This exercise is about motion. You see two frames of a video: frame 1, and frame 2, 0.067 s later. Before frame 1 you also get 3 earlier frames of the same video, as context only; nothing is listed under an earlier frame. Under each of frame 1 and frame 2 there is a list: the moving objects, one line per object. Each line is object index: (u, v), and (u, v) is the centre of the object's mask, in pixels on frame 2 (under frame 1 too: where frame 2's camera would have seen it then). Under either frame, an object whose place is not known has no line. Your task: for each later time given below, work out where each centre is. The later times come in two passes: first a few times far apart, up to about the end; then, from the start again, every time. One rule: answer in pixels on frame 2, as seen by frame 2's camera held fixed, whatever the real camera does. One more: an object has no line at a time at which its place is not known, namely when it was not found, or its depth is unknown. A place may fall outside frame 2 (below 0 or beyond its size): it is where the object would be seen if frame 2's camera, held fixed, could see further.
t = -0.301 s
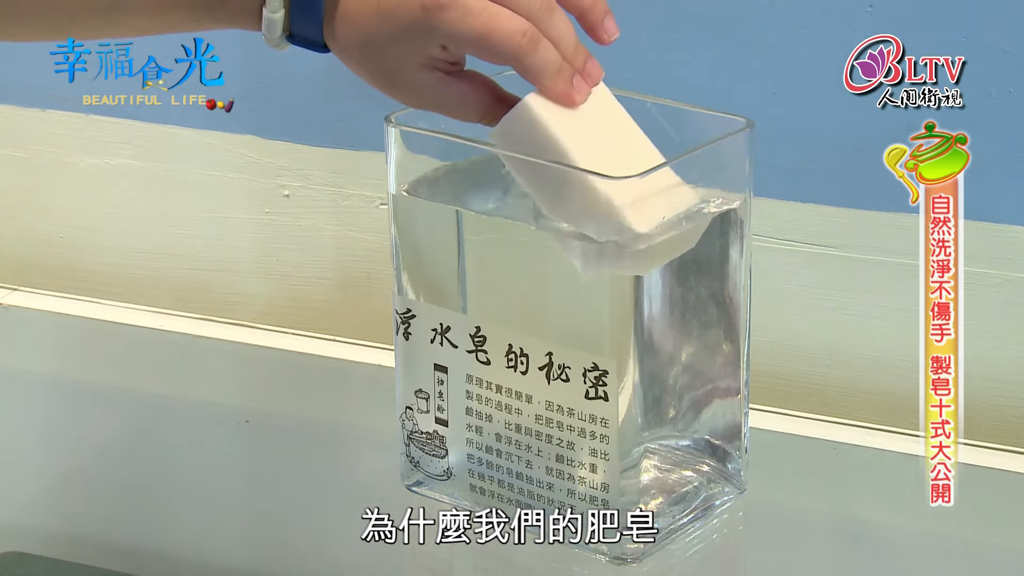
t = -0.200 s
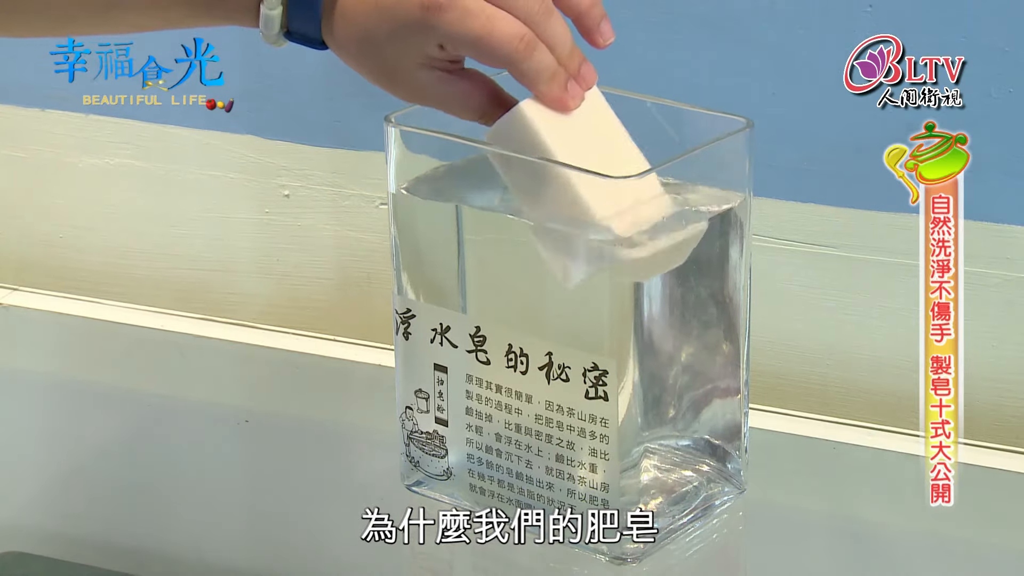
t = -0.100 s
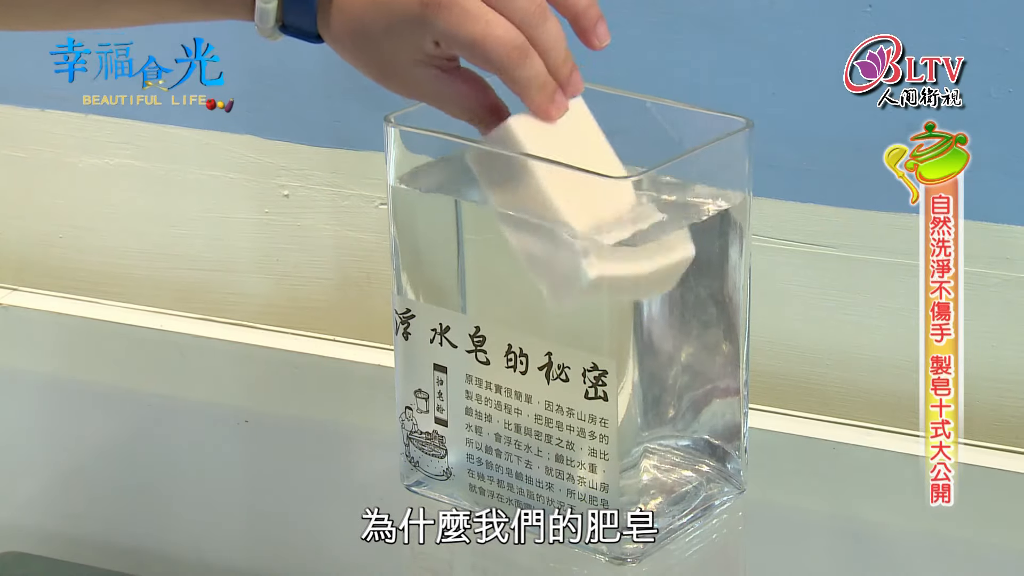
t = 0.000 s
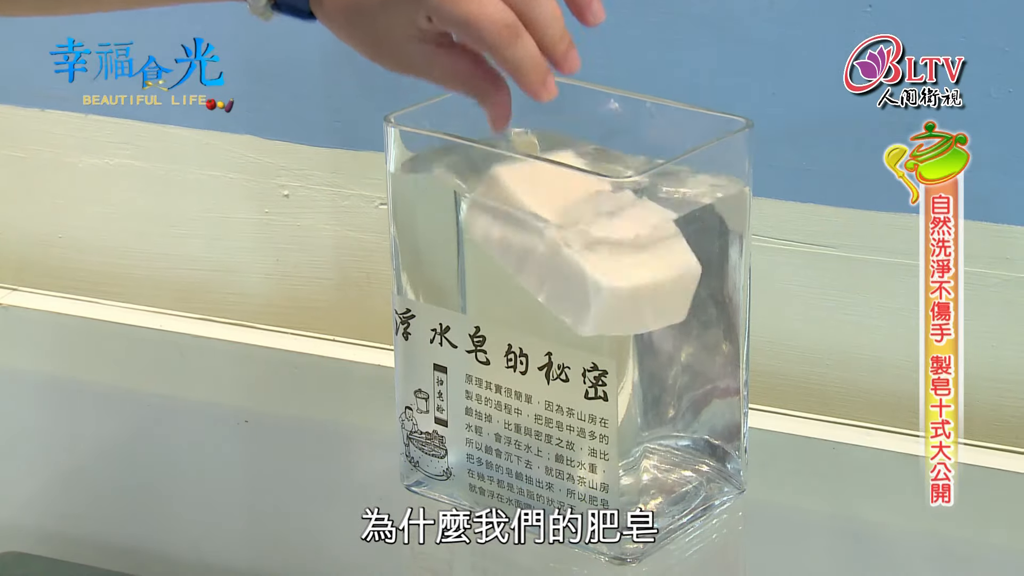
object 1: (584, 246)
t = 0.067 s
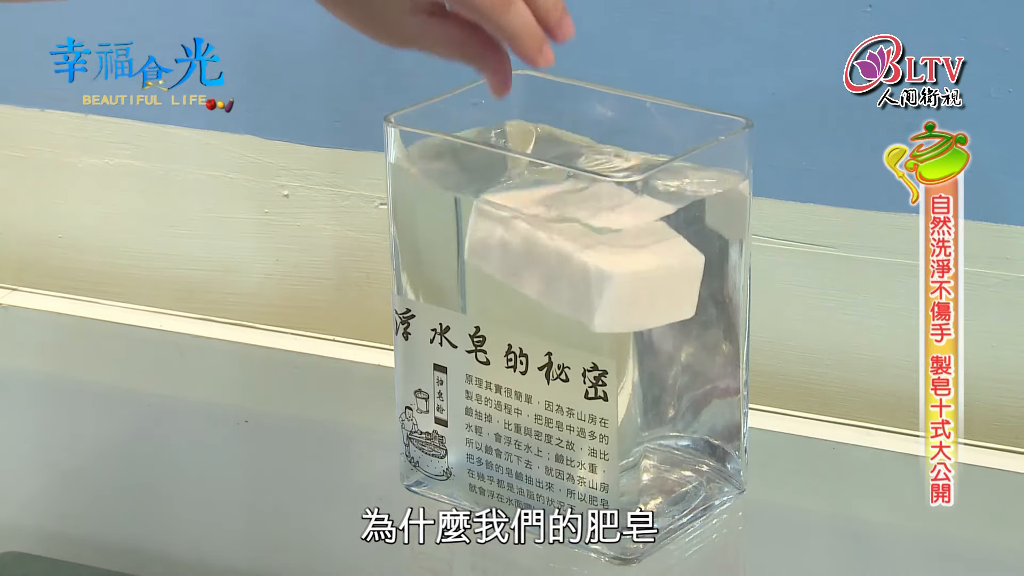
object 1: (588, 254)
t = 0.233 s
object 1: (589, 250)
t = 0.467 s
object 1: (585, 228)
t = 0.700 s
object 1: (587, 230)
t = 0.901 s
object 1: (586, 227)
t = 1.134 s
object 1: (585, 228)
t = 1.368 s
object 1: (585, 226)
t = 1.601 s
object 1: (584, 228)
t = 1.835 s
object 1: (585, 225)
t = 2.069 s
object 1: (583, 227)
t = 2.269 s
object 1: (583, 225)
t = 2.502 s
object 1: (582, 226)
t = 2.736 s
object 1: (582, 225)
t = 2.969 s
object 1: (581, 225)
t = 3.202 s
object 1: (582, 224)
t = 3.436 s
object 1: (580, 224)
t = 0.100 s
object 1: (589, 253)
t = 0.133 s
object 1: (587, 251)
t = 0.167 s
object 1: (588, 250)
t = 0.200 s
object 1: (589, 249)
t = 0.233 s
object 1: (589, 250)
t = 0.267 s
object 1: (588, 247)
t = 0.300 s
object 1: (587, 244)
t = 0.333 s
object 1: (584, 241)
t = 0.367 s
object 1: (584, 239)
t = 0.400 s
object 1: (584, 235)
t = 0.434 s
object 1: (585, 231)
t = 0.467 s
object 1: (585, 228)
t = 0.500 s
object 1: (586, 225)
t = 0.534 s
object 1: (588, 222)
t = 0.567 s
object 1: (588, 221)
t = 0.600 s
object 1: (588, 221)
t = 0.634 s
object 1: (588, 223)
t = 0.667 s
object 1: (588, 228)
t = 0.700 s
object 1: (587, 230)
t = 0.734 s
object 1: (586, 232)
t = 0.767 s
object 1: (585, 232)
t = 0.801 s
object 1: (584, 232)
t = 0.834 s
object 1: (584, 231)
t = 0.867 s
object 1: (585, 229)
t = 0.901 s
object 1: (586, 227)
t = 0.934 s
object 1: (587, 225)
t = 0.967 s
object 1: (588, 224)
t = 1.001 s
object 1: (587, 223)
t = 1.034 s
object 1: (588, 223)
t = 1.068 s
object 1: (587, 225)
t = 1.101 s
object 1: (586, 226)
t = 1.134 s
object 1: (585, 228)
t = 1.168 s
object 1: (584, 229)
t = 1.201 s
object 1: (584, 230)
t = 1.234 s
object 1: (584, 230)
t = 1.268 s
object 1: (584, 230)
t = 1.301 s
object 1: (584, 229)
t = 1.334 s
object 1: (584, 227)
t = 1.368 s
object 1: (585, 226)
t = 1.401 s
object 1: (585, 225)
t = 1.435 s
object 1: (586, 224)
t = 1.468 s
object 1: (586, 224)
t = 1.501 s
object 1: (585, 225)
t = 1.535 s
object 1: (585, 226)
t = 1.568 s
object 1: (584, 227)
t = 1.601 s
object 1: (584, 228)
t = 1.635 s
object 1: (583, 228)
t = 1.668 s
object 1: (583, 229)
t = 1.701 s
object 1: (583, 228)
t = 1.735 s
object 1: (583, 228)
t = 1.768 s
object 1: (584, 226)
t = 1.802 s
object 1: (584, 226)
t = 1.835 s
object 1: (585, 225)
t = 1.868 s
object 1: (585, 225)
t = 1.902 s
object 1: (584, 225)
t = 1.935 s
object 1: (584, 225)
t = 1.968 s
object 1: (584, 225)
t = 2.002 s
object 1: (584, 226)
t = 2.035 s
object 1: (584, 227)
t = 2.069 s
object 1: (583, 227)
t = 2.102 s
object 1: (583, 227)
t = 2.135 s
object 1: (583, 227)
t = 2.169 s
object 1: (583, 227)
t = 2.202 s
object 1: (582, 227)
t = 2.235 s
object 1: (583, 226)
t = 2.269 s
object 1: (583, 225)
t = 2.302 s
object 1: (583, 225)
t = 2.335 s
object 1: (584, 225)
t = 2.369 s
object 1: (583, 225)
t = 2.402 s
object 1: (583, 225)
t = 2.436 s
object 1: (583, 225)
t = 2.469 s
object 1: (582, 226)
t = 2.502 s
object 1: (582, 226)
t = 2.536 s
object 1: (582, 226)
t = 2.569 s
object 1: (581, 226)
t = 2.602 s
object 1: (581, 226)
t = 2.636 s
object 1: (582, 226)
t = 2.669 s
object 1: (582, 225)
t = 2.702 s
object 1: (582, 225)
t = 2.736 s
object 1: (582, 225)
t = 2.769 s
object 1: (582, 224)
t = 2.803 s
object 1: (582, 224)
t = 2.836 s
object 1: (582, 224)
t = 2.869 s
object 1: (582, 224)
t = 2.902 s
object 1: (582, 224)
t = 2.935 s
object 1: (582, 224)
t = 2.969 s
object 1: (581, 225)
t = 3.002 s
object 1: (581, 225)
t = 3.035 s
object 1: (581, 225)
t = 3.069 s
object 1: (581, 225)
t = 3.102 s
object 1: (581, 225)
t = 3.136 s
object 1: (581, 225)
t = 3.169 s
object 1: (581, 224)
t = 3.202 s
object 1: (582, 224)
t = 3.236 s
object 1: (582, 223)
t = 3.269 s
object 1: (582, 223)
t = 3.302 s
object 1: (581, 223)
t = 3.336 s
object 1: (581, 222)
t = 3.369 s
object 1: (581, 223)
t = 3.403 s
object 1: (580, 223)
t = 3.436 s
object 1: (580, 224)
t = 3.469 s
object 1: (580, 224)
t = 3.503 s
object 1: (580, 224)
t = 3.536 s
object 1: (580, 224)
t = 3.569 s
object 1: (580, 224)
